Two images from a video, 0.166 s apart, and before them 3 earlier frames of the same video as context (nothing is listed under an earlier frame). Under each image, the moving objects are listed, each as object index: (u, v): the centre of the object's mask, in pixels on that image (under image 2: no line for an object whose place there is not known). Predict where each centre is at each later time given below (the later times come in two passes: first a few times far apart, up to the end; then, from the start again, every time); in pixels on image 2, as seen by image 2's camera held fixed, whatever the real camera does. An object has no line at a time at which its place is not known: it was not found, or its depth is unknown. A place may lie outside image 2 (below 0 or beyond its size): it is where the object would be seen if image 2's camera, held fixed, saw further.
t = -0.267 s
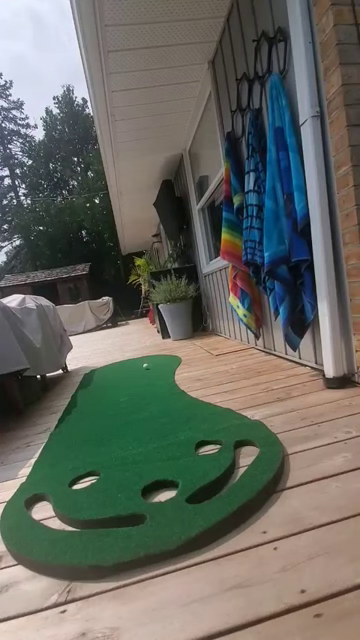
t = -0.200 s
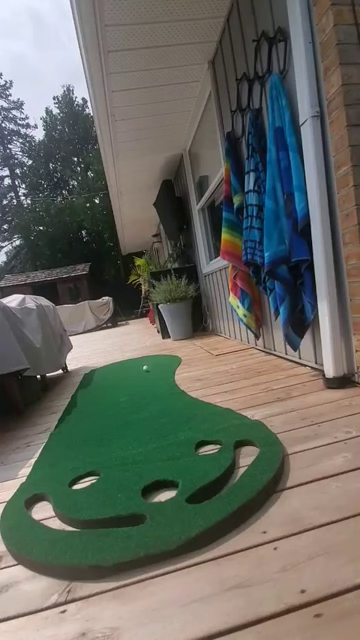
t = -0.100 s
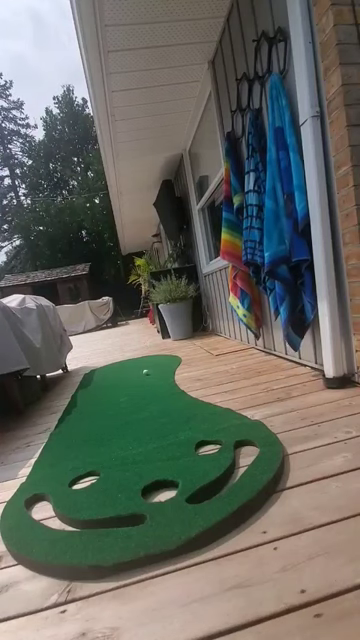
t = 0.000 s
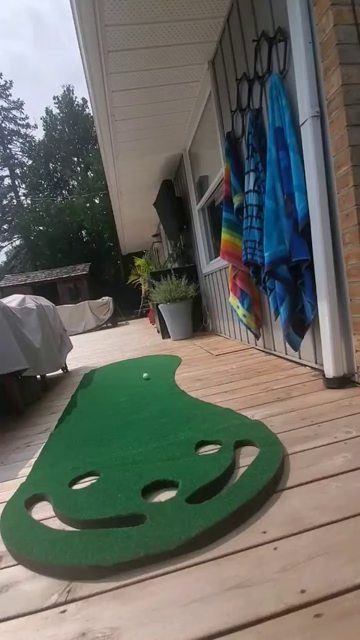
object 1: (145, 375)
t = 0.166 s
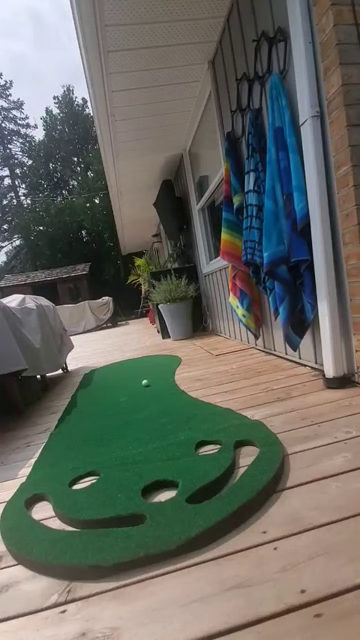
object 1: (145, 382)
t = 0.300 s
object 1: (144, 389)
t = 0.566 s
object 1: (143, 403)
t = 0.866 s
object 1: (140, 423)
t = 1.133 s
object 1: (137, 445)
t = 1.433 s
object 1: (132, 462)
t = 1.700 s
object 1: (131, 467)
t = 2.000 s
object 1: (135, 460)
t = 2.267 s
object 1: (138, 453)
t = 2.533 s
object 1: (136, 448)
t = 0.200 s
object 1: (145, 384)
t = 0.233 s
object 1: (145, 386)
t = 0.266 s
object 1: (144, 387)
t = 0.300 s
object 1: (144, 389)
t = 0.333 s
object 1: (144, 390)
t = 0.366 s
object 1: (144, 392)
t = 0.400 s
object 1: (144, 394)
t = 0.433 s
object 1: (144, 396)
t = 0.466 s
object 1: (143, 398)
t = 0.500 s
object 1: (143, 400)
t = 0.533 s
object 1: (143, 402)
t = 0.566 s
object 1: (143, 403)
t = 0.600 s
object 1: (142, 405)
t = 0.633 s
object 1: (142, 407)
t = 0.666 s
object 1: (141, 409)
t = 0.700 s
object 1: (141, 411)
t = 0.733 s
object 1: (141, 413)
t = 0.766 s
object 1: (141, 416)
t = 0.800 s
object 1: (141, 418)
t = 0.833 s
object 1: (140, 421)
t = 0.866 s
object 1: (140, 423)
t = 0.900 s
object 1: (140, 426)
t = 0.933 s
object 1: (139, 428)
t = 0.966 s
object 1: (139, 431)
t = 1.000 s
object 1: (138, 434)
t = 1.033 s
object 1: (138, 437)
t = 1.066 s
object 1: (138, 440)
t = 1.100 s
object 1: (137, 443)
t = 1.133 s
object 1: (137, 445)
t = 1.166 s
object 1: (136, 446)
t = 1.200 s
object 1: (135, 448)
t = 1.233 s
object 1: (135, 450)
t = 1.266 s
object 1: (135, 452)
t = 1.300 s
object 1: (134, 455)
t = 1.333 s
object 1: (134, 457)
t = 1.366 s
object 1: (133, 459)
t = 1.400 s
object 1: (132, 460)
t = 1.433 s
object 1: (132, 462)
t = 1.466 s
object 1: (131, 464)
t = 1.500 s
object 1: (131, 465)
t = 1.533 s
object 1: (130, 465)
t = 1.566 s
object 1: (130, 466)
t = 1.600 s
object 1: (130, 467)
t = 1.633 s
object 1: (130, 467)
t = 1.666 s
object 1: (131, 467)
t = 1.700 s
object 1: (131, 467)
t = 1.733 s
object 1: (131, 466)
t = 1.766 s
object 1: (132, 466)
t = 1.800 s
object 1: (132, 465)
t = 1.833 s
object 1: (133, 465)
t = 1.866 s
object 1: (133, 464)
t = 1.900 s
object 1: (134, 463)
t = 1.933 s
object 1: (134, 462)
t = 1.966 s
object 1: (135, 461)
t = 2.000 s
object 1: (135, 460)
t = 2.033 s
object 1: (136, 459)
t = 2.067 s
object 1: (136, 459)
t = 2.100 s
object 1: (137, 457)
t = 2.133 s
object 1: (137, 456)
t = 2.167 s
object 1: (137, 455)
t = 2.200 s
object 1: (137, 454)
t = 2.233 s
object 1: (137, 453)
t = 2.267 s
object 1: (138, 453)
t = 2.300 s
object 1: (138, 452)
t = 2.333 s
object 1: (137, 451)
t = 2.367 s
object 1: (137, 451)
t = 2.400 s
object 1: (137, 450)
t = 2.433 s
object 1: (137, 450)
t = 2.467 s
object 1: (137, 449)
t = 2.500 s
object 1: (137, 449)
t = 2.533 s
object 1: (136, 448)
